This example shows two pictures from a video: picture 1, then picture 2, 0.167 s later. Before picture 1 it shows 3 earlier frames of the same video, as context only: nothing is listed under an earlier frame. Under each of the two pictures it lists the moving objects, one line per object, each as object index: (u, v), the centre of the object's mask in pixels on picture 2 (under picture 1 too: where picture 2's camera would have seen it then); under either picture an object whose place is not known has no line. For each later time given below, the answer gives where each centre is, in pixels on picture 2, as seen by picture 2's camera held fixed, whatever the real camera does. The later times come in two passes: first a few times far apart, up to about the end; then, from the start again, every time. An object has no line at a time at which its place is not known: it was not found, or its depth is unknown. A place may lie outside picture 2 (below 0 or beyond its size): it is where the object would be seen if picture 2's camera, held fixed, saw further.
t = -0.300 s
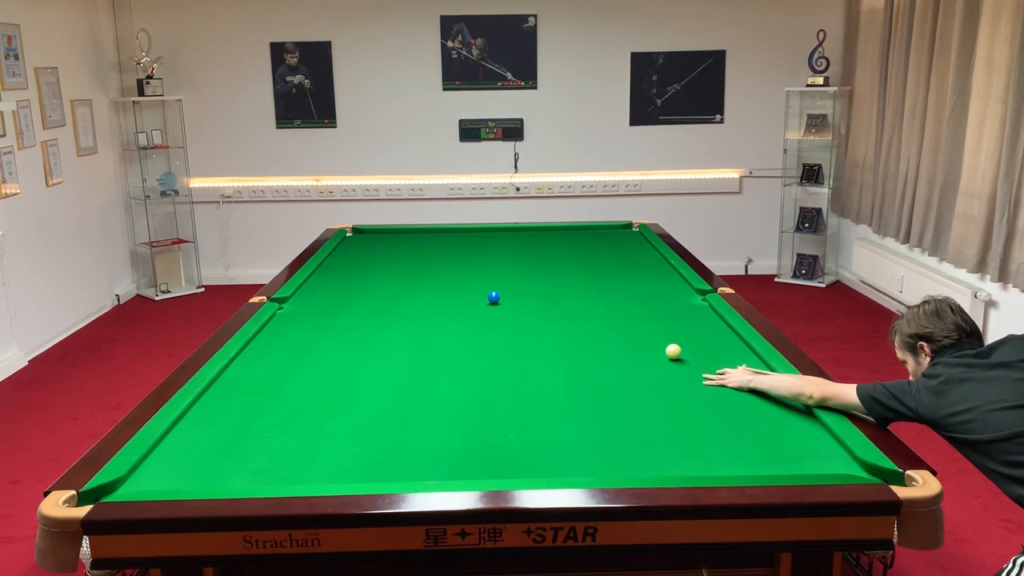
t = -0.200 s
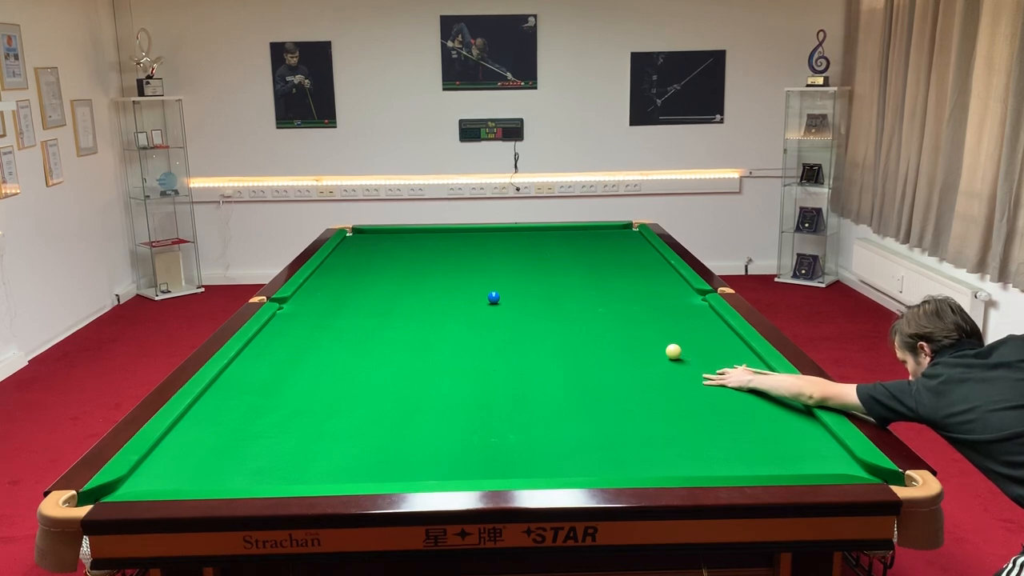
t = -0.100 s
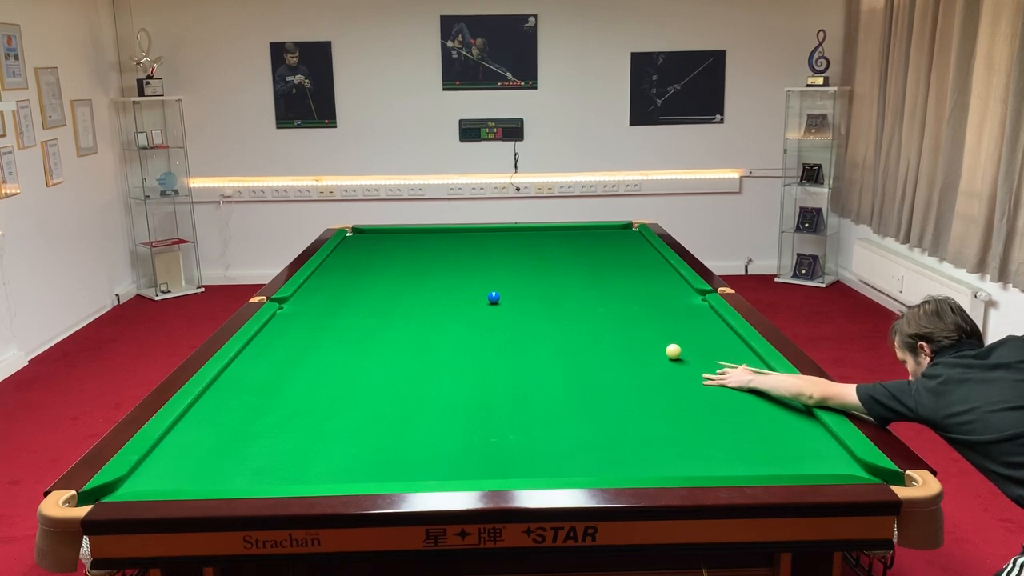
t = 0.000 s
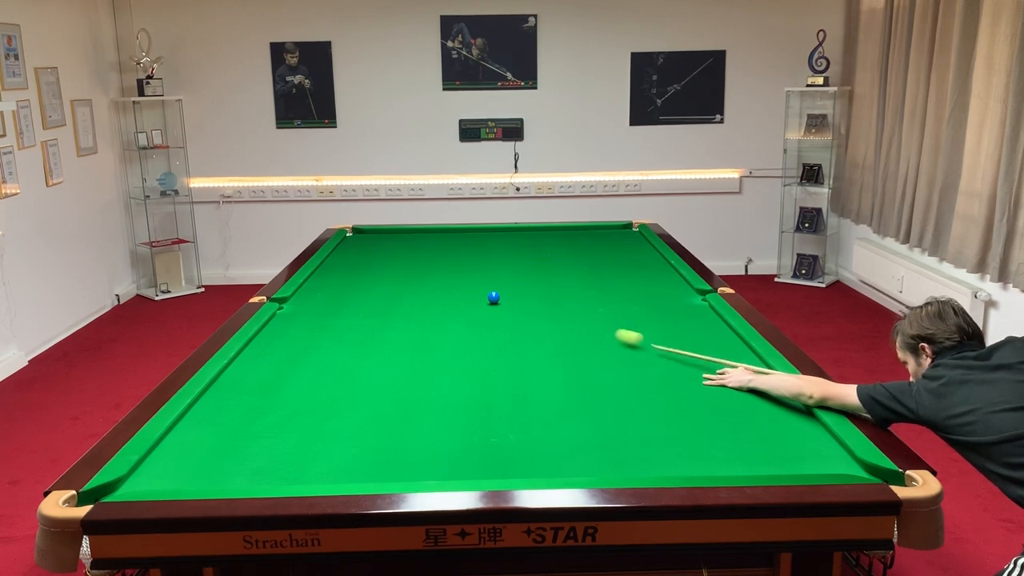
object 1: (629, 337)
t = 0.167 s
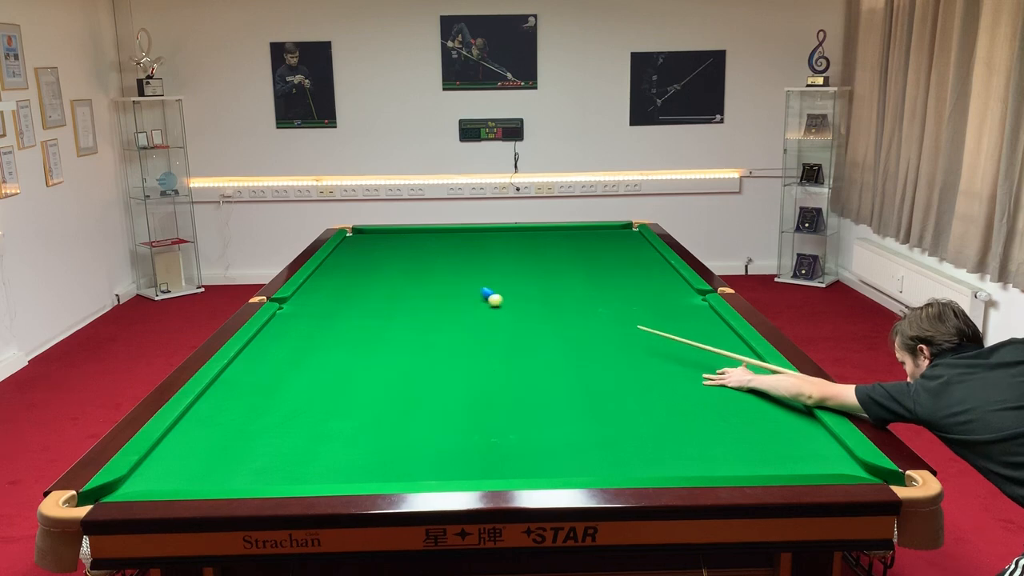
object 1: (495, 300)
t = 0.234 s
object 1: (479, 302)
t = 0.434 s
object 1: (439, 304)
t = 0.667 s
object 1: (394, 307)
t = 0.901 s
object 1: (349, 310)
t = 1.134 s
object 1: (304, 312)
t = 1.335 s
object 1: (288, 314)
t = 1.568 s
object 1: (310, 317)
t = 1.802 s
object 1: (332, 319)
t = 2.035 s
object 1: (352, 322)
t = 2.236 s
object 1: (369, 323)
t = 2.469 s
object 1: (389, 326)
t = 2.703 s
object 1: (408, 327)
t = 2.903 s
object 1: (423, 329)
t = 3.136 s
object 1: (441, 331)
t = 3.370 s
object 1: (457, 332)
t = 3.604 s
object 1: (473, 334)
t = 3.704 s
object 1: (479, 335)
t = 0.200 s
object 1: (487, 301)
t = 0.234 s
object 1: (479, 302)
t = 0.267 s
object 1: (472, 302)
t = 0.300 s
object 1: (465, 303)
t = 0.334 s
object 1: (459, 303)
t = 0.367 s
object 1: (452, 303)
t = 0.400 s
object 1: (446, 304)
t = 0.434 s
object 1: (439, 304)
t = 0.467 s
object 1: (433, 305)
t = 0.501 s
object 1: (427, 305)
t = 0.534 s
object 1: (420, 305)
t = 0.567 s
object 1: (414, 306)
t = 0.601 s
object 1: (407, 306)
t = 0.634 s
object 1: (401, 306)
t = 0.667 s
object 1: (394, 307)
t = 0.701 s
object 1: (388, 307)
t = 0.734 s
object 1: (381, 308)
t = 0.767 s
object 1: (375, 308)
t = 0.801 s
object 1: (368, 308)
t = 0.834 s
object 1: (362, 309)
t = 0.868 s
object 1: (355, 309)
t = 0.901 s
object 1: (349, 310)
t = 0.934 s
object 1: (343, 310)
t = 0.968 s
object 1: (336, 310)
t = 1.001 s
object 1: (330, 311)
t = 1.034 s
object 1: (324, 311)
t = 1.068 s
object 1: (317, 311)
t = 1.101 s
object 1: (311, 312)
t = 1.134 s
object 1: (304, 312)
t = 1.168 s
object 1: (298, 313)
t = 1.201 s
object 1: (292, 313)
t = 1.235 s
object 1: (285, 313)
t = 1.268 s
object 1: (280, 314)
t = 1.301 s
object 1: (283, 314)
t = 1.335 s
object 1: (288, 314)
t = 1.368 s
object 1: (291, 315)
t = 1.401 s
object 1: (295, 315)
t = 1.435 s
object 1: (298, 315)
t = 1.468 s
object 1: (301, 316)
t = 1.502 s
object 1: (304, 316)
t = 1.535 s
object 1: (307, 316)
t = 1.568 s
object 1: (310, 317)
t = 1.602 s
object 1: (313, 317)
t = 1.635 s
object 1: (316, 317)
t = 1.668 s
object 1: (319, 318)
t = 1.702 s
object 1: (323, 318)
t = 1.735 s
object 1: (326, 319)
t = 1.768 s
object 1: (329, 319)
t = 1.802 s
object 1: (332, 319)
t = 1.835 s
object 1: (335, 319)
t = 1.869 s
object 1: (338, 320)
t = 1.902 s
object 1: (340, 320)
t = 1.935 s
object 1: (343, 321)
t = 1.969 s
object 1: (346, 321)
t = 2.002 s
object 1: (349, 321)
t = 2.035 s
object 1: (352, 322)
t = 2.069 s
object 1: (355, 322)
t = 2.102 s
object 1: (358, 322)
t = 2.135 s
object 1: (361, 322)
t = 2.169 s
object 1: (364, 323)
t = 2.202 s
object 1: (367, 323)
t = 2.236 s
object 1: (369, 323)
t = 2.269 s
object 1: (372, 324)
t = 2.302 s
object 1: (375, 324)
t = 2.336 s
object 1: (378, 324)
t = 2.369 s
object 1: (381, 325)
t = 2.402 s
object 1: (384, 325)
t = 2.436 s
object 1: (386, 325)
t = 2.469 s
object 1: (389, 326)
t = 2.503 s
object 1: (392, 326)
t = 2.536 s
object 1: (395, 326)
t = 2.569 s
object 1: (397, 327)
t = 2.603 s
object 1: (400, 327)
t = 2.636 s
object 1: (403, 327)
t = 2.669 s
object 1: (405, 327)
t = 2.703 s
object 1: (408, 327)
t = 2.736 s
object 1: (410, 328)
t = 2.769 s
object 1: (413, 328)
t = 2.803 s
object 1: (416, 328)
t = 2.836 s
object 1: (418, 328)
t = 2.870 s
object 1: (421, 329)
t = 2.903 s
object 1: (423, 329)
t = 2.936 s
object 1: (426, 329)
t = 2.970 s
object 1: (428, 330)
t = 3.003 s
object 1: (431, 330)
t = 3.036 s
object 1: (433, 330)
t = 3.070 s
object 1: (436, 331)
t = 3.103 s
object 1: (438, 331)
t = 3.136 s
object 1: (441, 331)
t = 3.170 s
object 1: (443, 331)
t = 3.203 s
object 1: (445, 331)
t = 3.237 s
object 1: (448, 331)
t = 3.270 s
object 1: (450, 332)
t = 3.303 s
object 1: (453, 332)
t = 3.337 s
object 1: (455, 332)
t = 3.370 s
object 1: (457, 332)
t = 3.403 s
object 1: (459, 333)
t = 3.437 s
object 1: (462, 333)
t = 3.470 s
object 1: (464, 333)
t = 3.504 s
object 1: (466, 333)
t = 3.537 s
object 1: (468, 334)
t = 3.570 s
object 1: (471, 334)
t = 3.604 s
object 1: (473, 334)
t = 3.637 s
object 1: (475, 334)
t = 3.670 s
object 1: (477, 335)
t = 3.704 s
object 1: (479, 335)
